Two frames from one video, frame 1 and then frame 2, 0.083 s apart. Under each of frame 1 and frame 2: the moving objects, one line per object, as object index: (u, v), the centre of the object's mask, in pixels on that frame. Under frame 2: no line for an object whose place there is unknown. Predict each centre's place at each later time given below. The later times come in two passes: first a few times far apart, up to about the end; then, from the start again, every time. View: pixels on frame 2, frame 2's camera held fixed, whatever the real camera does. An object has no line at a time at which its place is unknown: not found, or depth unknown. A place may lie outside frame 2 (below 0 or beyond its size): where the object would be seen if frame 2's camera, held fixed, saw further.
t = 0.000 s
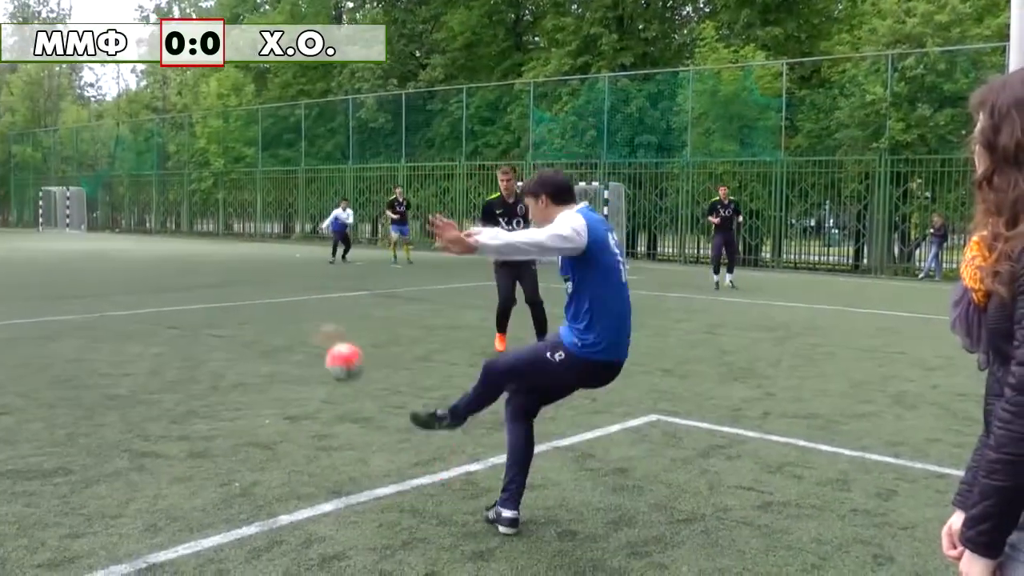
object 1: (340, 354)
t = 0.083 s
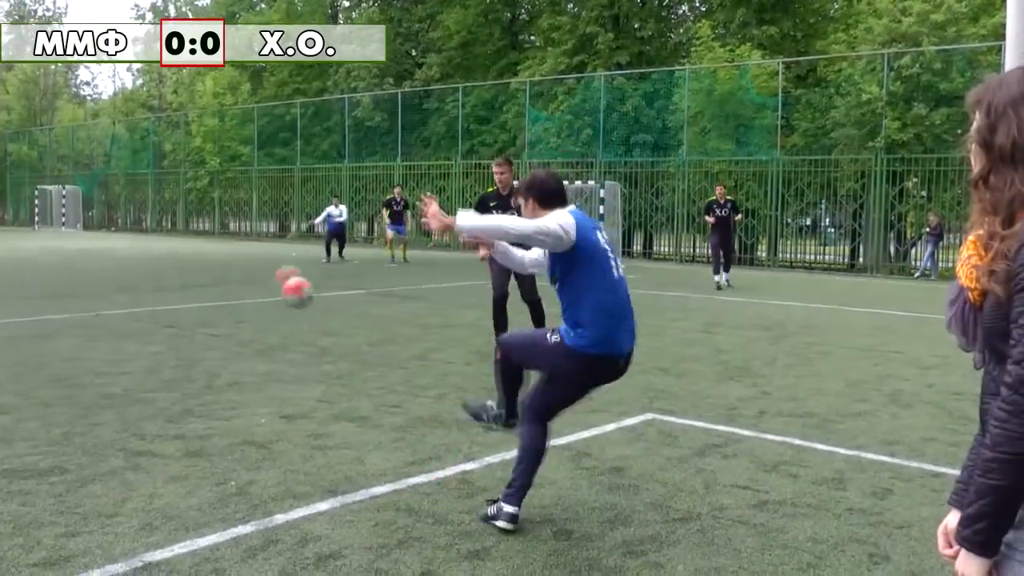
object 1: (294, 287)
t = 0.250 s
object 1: (253, 226)
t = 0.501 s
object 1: (243, 220)
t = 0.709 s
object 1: (250, 243)
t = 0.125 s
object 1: (280, 266)
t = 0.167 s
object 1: (269, 249)
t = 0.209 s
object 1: (260, 236)
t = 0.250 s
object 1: (253, 226)
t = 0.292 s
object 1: (249, 222)
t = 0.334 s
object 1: (246, 219)
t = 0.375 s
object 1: (244, 216)
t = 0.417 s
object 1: (243, 216)
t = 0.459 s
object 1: (243, 217)
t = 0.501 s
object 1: (243, 220)
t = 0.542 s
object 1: (244, 222)
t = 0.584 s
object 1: (244, 225)
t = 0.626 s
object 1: (244, 229)
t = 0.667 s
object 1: (248, 237)
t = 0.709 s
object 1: (250, 243)
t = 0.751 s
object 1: (252, 252)
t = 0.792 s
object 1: (253, 258)
